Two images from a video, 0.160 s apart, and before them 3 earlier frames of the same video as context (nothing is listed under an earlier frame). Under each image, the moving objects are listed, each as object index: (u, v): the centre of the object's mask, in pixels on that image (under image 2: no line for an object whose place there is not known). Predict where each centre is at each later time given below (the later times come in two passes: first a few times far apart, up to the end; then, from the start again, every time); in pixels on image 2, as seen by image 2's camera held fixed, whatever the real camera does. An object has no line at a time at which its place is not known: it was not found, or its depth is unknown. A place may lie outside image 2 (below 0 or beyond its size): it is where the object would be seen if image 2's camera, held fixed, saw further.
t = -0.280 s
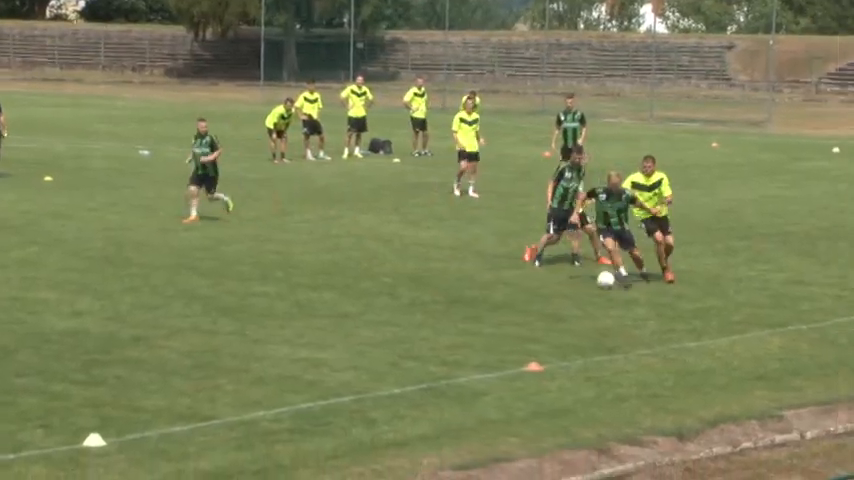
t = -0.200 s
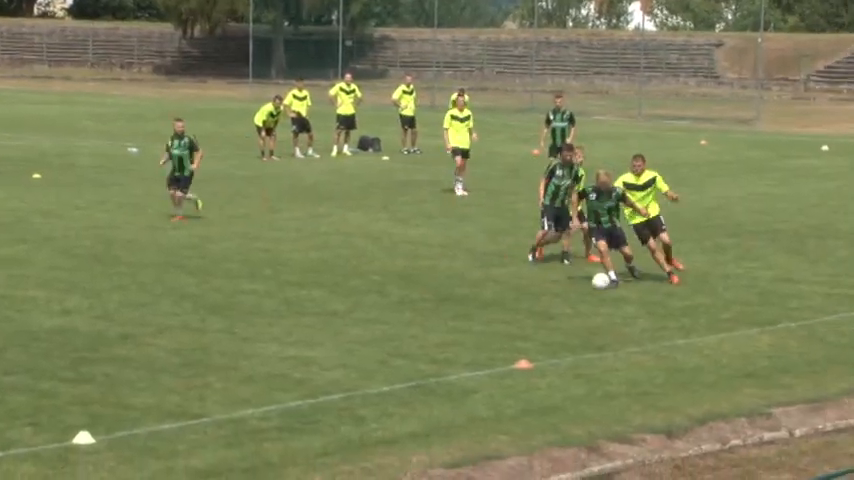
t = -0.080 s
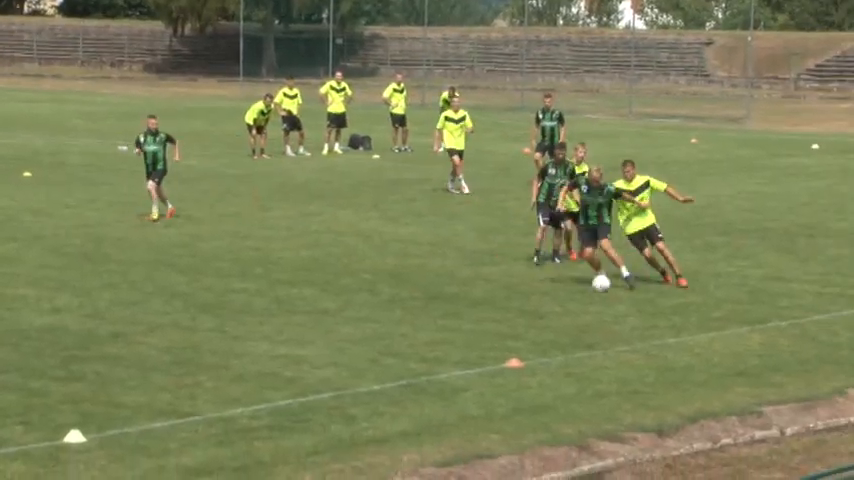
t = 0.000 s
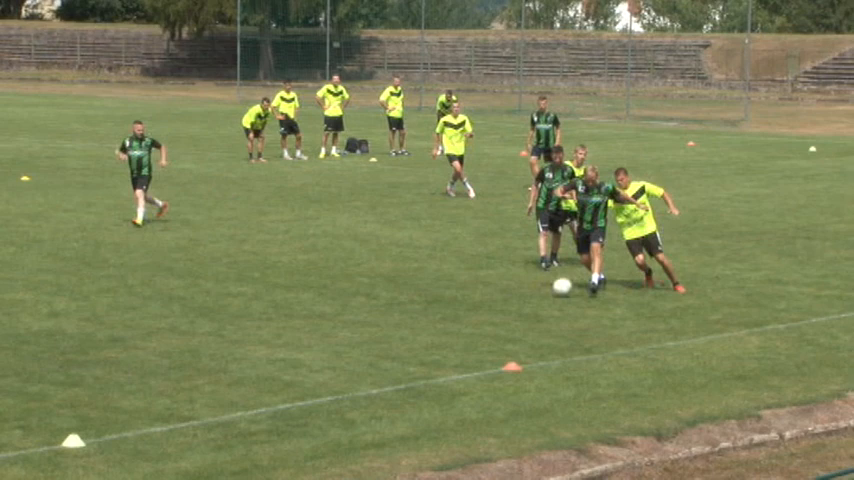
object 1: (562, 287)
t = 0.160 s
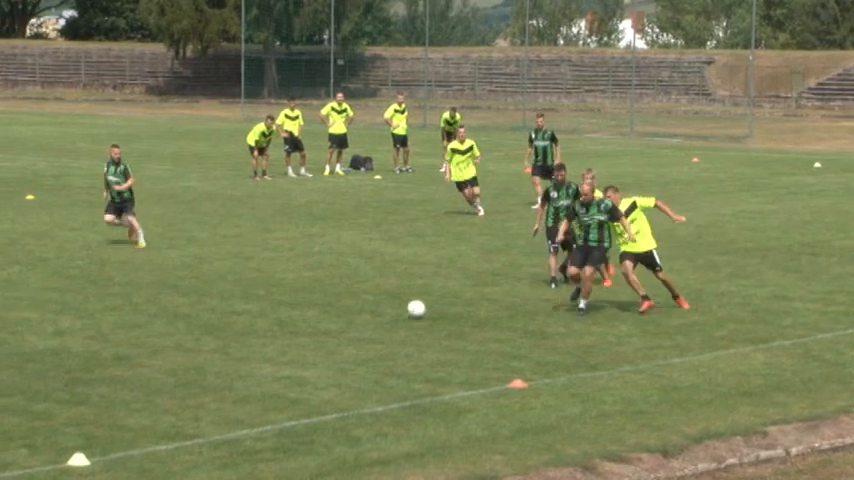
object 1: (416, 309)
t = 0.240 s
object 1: (354, 303)
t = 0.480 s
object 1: (171, 318)
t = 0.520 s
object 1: (146, 314)
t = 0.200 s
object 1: (385, 306)
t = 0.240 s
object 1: (354, 303)
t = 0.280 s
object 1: (323, 304)
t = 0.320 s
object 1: (291, 306)
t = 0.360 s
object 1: (260, 309)
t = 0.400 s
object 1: (229, 313)
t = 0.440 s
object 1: (197, 318)
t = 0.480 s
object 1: (171, 318)
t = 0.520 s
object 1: (146, 314)
